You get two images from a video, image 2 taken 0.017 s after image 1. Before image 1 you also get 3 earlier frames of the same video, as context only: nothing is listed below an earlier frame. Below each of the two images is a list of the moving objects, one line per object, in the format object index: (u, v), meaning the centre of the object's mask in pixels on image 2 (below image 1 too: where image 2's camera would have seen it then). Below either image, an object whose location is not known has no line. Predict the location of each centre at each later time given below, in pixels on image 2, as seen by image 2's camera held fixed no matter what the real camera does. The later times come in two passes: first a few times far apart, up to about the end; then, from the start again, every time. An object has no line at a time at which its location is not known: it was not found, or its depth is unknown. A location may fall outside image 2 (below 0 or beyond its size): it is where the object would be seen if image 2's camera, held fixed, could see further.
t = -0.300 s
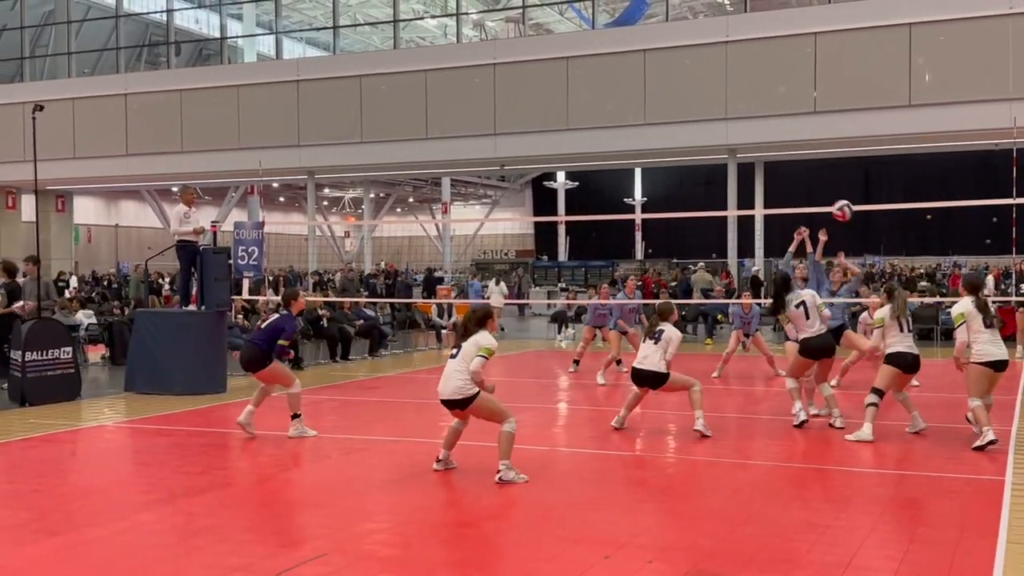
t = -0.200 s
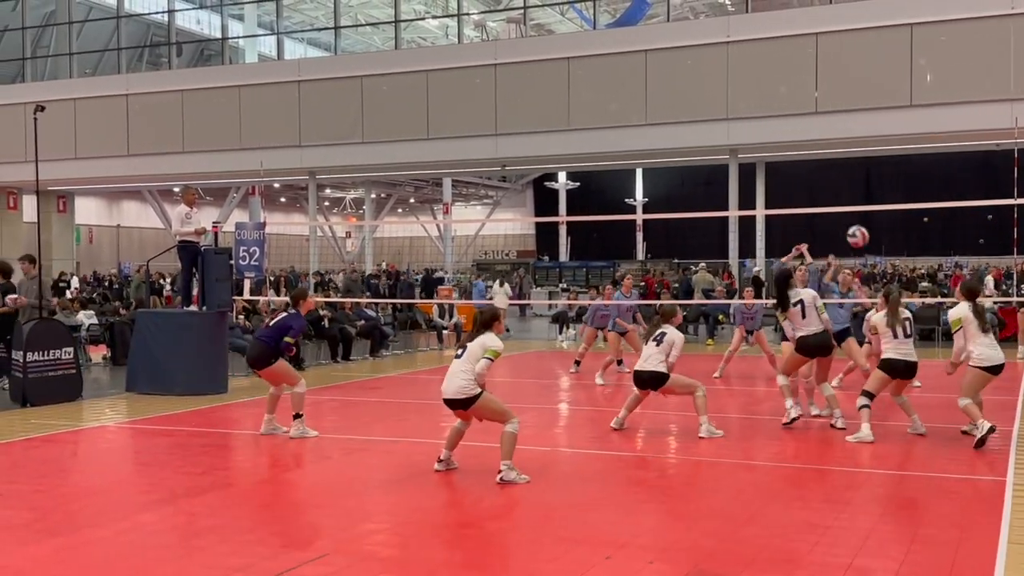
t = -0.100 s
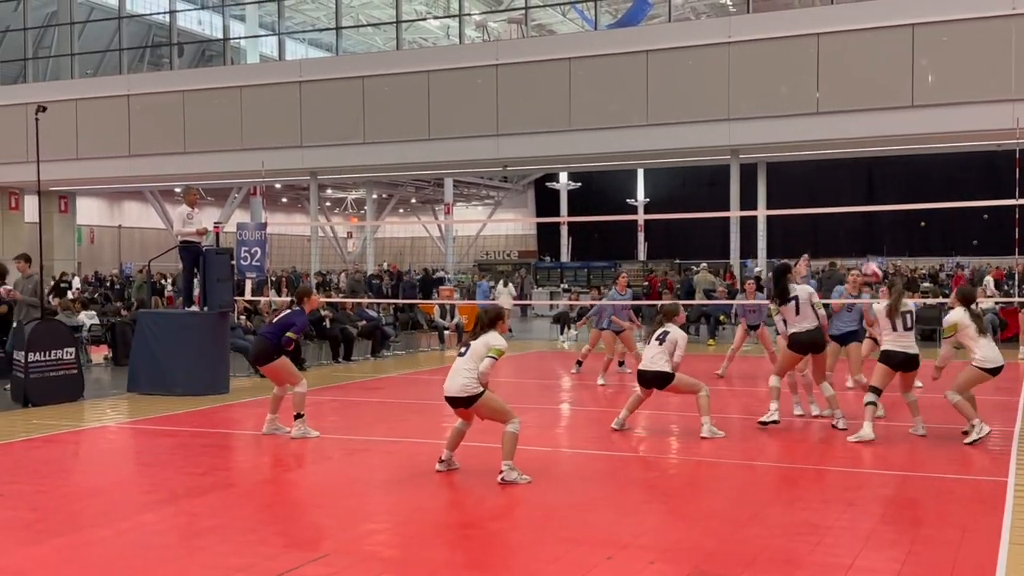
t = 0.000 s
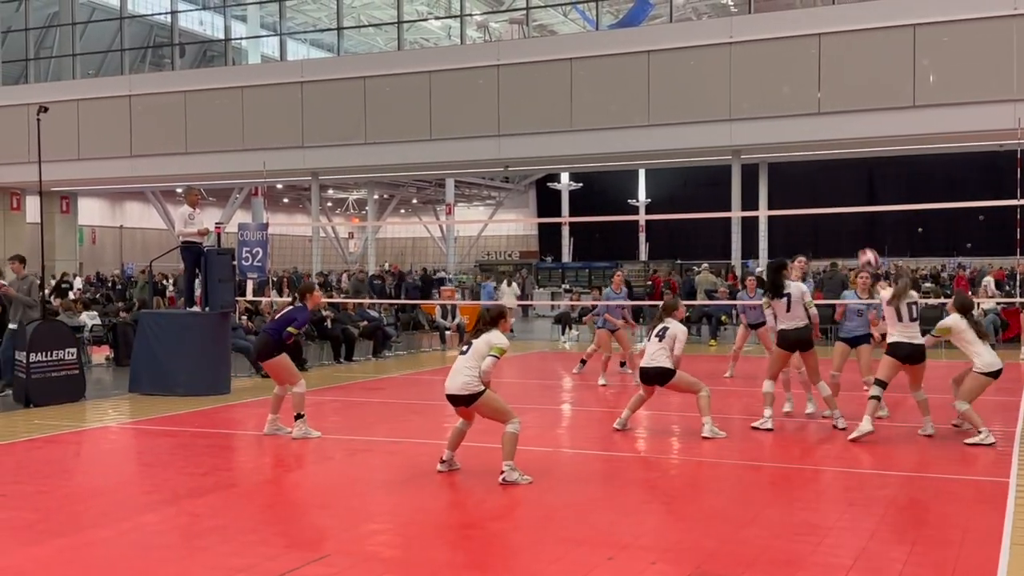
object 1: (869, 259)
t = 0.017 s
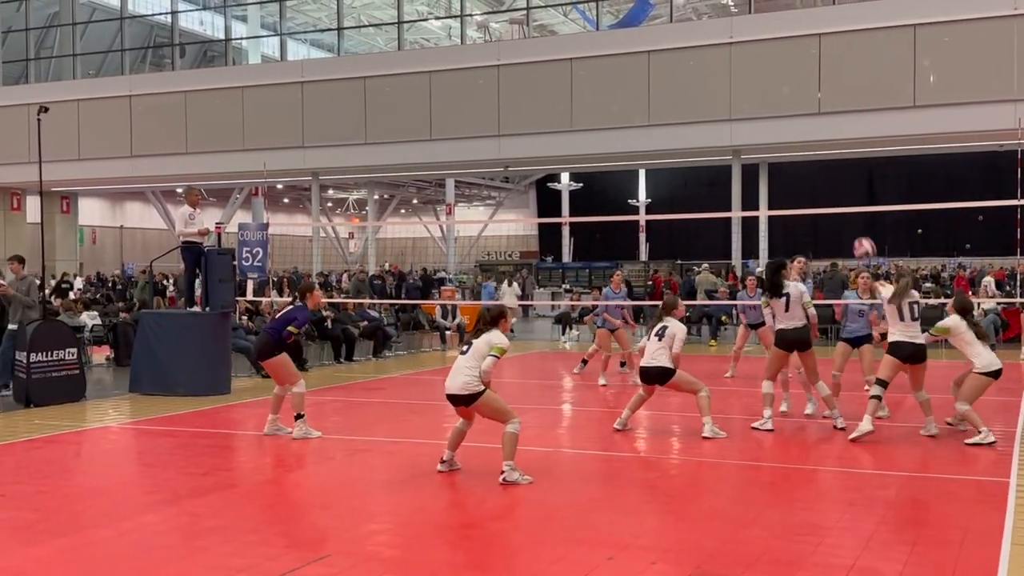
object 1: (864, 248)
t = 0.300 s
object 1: (787, 97)
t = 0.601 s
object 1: (708, 24)
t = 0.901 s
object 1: (629, 43)
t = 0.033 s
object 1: (860, 238)
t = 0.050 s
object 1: (855, 227)
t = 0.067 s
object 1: (851, 217)
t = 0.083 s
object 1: (846, 207)
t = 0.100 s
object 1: (842, 196)
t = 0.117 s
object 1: (837, 187)
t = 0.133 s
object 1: (833, 177)
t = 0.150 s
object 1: (828, 168)
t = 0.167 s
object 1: (824, 160)
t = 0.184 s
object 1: (819, 151)
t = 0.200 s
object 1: (814, 141)
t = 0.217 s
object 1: (809, 133)
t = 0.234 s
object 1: (805, 125)
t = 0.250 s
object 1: (800, 118)
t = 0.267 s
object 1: (796, 110)
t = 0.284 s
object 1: (791, 103)
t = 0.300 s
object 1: (787, 97)
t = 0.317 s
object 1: (783, 91)
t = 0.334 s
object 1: (778, 85)
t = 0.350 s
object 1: (774, 79)
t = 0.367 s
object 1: (770, 73)
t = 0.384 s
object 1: (765, 68)
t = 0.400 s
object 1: (761, 63)
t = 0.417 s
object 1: (757, 58)
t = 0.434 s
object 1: (752, 54)
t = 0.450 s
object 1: (748, 50)
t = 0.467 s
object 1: (743, 46)
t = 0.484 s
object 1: (739, 42)
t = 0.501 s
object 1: (735, 40)
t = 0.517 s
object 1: (731, 35)
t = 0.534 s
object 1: (726, 33)
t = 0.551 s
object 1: (721, 30)
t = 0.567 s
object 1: (718, 29)
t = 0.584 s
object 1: (712, 26)
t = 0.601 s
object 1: (708, 24)
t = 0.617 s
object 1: (703, 23)
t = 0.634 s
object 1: (699, 22)
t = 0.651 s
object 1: (695, 20)
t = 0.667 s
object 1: (690, 20)
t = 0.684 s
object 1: (686, 21)
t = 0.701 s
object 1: (683, 21)
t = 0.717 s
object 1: (677, 21)
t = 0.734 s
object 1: (673, 22)
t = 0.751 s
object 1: (668, 23)
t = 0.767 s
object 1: (664, 23)
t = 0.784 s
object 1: (660, 25)
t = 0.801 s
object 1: (655, 26)
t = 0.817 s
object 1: (651, 29)
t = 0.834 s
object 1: (647, 32)
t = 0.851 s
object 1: (643, 34)
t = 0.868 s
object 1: (638, 37)
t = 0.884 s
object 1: (634, 40)
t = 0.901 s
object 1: (629, 43)
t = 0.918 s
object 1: (625, 47)
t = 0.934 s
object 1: (620, 51)
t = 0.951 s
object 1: (617, 55)
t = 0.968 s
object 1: (612, 60)
